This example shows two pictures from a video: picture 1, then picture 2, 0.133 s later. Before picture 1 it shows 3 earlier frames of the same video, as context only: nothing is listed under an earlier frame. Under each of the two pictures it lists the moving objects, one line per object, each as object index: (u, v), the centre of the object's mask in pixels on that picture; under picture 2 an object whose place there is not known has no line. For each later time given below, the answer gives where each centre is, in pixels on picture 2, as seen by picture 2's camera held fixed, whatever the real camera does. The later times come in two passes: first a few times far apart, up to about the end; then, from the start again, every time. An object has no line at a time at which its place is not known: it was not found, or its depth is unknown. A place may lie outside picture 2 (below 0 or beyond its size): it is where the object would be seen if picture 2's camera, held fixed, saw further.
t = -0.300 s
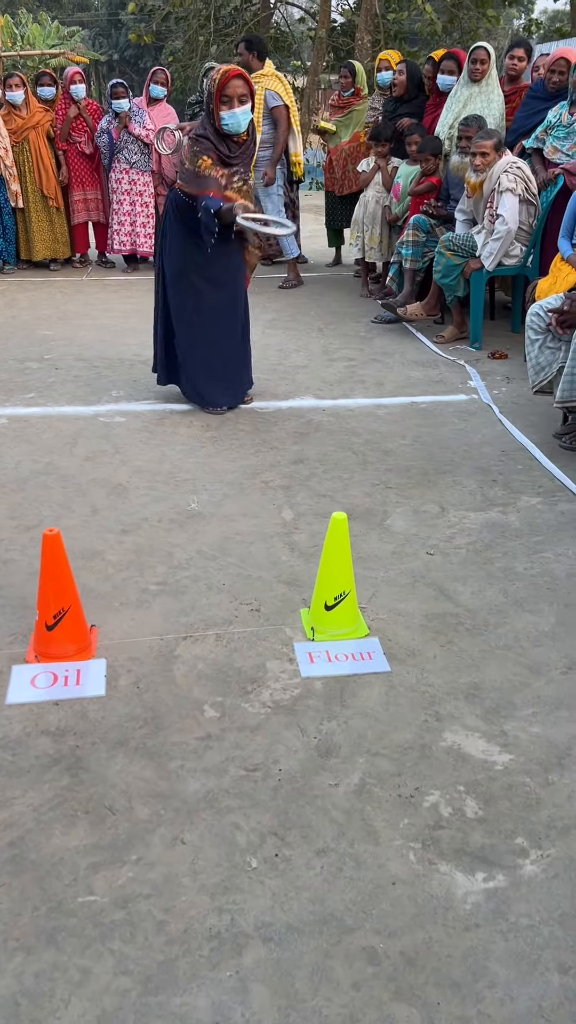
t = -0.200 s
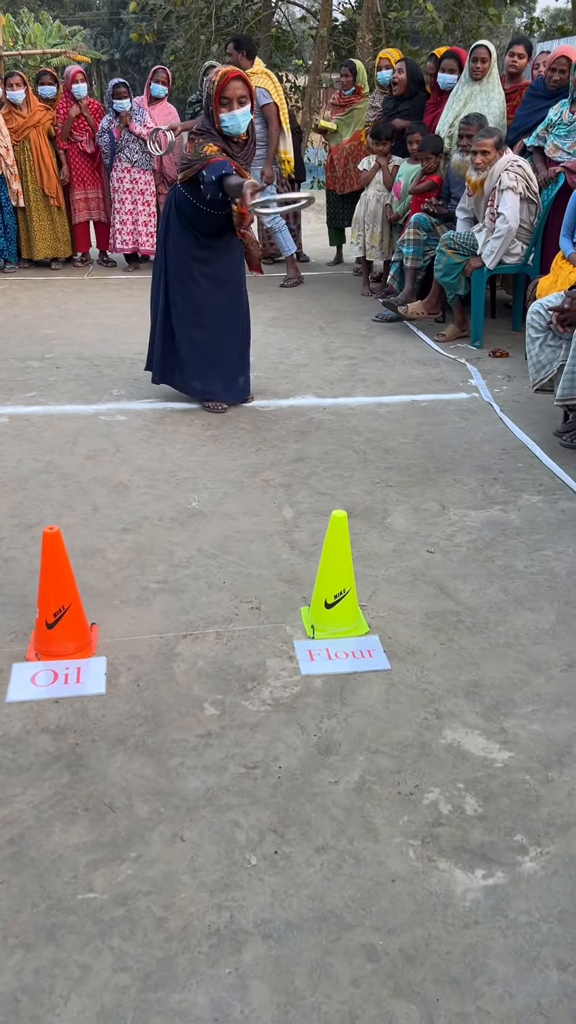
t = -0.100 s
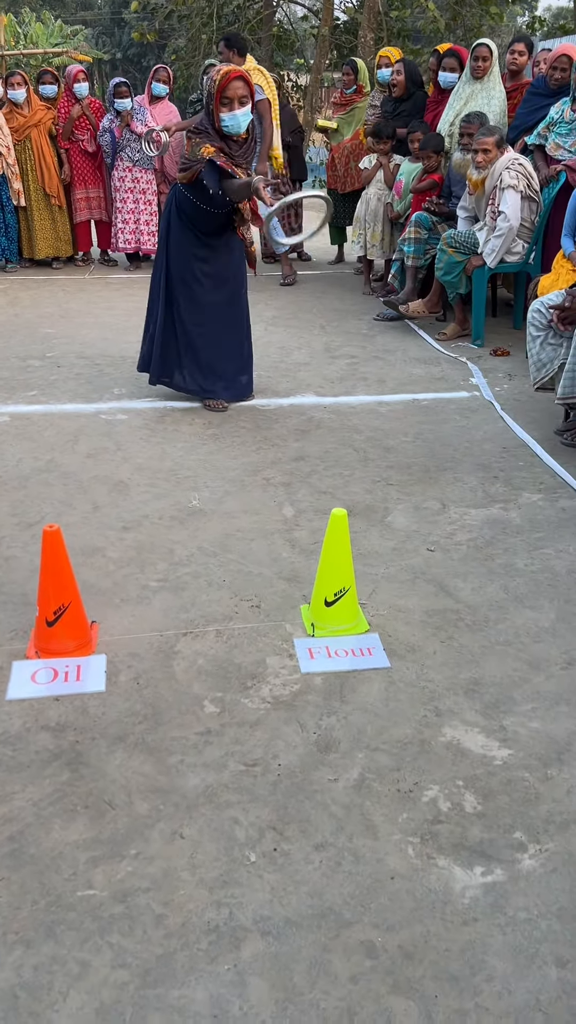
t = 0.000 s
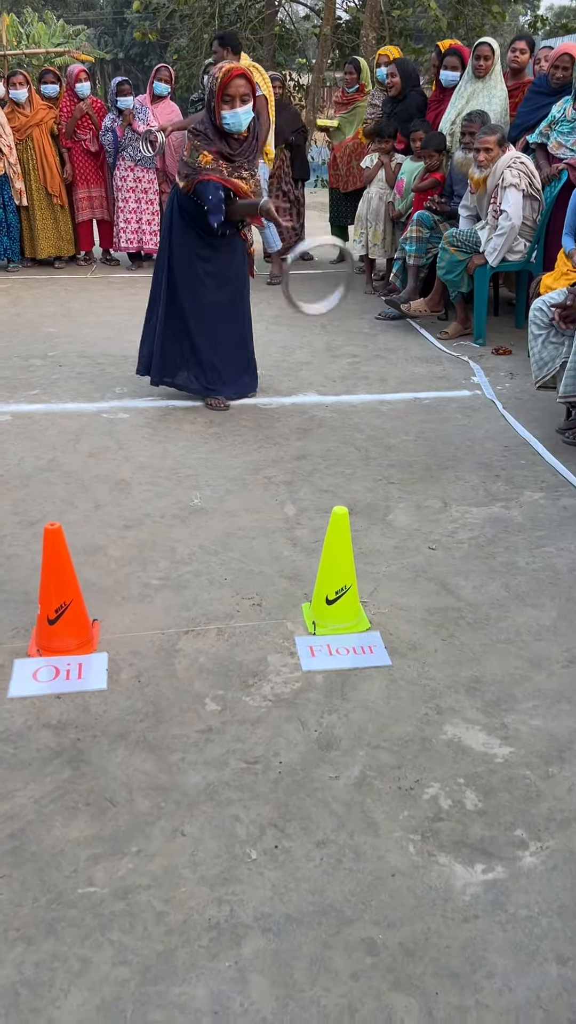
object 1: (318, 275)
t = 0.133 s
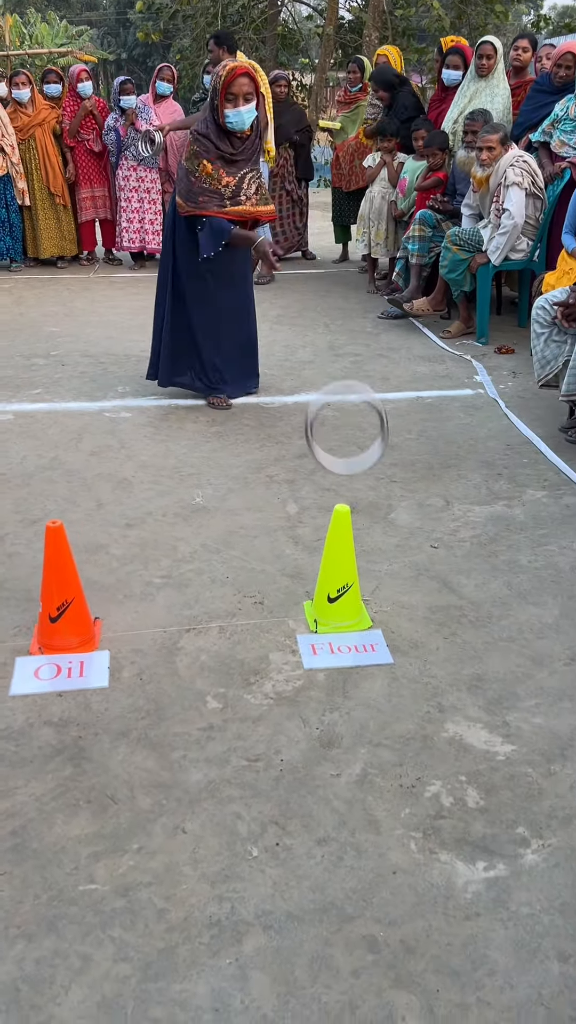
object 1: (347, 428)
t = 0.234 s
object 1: (393, 583)
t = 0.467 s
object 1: (420, 615)
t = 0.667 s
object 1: (439, 614)
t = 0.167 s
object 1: (351, 452)
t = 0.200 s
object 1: (377, 513)
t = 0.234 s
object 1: (393, 583)
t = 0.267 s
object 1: (396, 667)
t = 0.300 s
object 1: (396, 642)
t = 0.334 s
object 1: (396, 637)
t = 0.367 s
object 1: (402, 626)
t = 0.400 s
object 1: (409, 617)
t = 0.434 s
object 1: (415, 614)
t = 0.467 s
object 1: (420, 615)
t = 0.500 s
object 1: (426, 620)
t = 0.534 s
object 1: (429, 616)
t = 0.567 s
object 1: (431, 614)
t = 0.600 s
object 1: (433, 616)
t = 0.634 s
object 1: (436, 614)
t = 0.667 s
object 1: (439, 614)
